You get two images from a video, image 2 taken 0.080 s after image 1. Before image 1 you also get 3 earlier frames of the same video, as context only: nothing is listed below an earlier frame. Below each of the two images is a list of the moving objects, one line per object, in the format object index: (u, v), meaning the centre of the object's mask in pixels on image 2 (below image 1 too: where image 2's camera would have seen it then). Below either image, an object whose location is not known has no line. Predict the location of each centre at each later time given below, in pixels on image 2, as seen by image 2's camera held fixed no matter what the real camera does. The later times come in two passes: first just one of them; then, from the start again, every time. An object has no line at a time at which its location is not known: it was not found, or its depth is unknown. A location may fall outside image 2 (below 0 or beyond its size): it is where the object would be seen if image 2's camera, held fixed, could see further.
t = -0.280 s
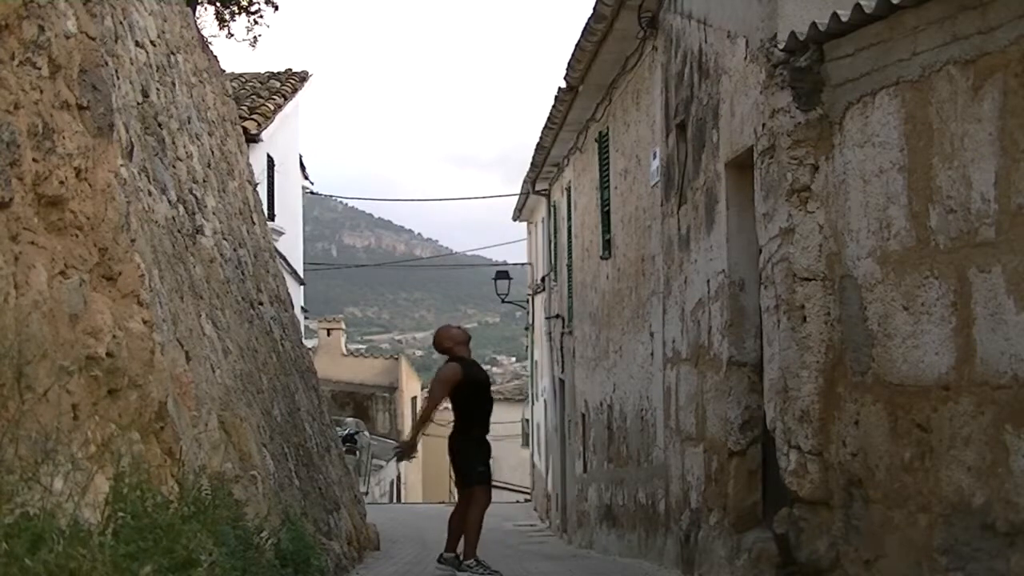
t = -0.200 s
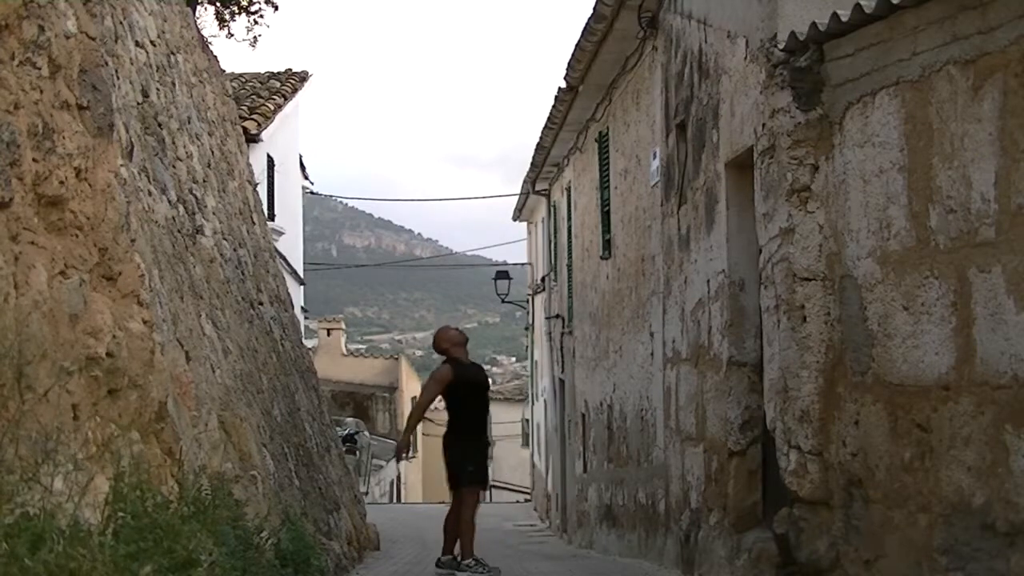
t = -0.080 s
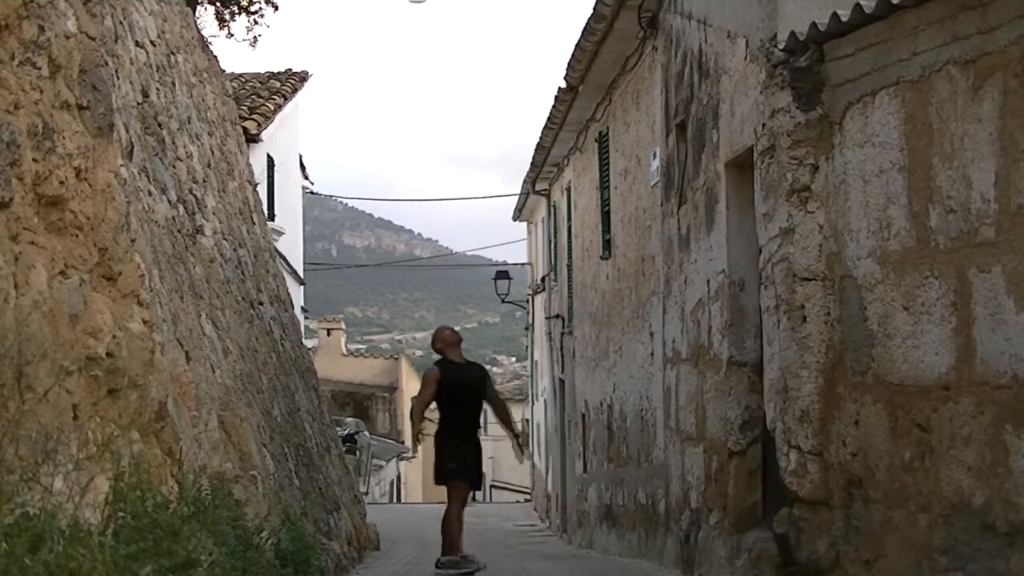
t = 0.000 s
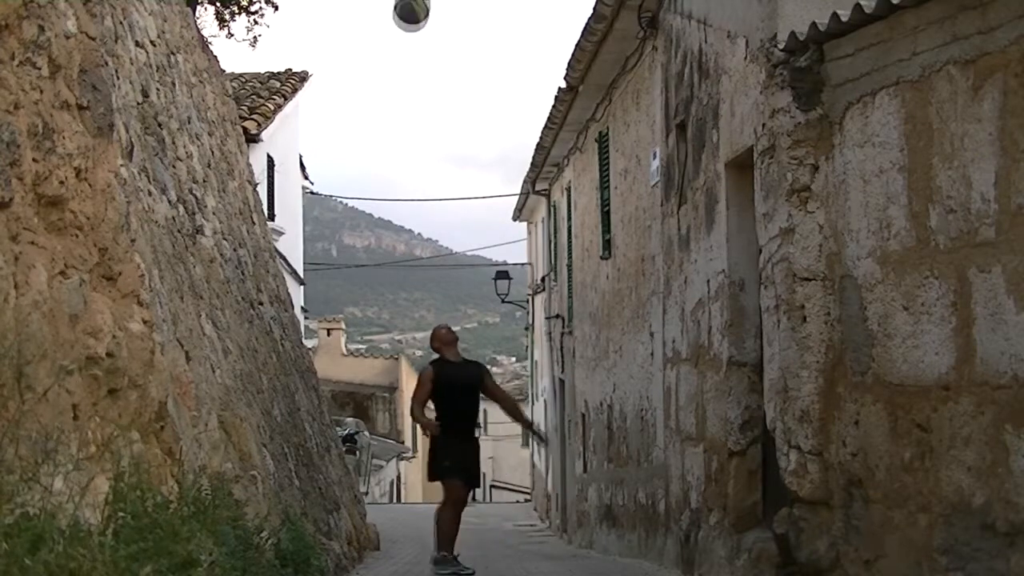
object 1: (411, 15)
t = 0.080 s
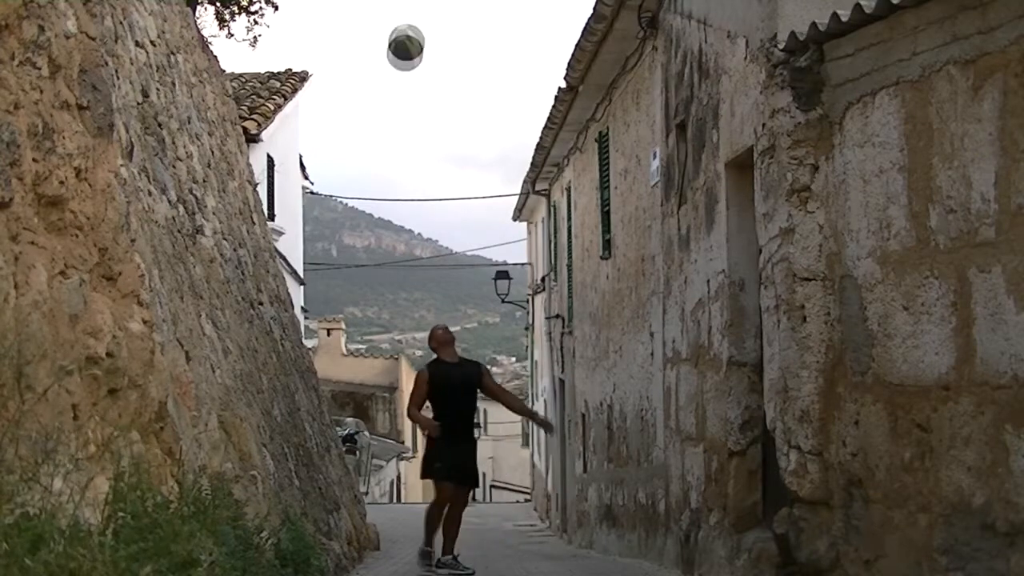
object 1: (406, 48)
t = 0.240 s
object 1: (394, 153)
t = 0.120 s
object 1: (403, 70)
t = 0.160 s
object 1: (400, 95)
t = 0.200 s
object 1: (397, 123)
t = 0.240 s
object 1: (394, 153)
